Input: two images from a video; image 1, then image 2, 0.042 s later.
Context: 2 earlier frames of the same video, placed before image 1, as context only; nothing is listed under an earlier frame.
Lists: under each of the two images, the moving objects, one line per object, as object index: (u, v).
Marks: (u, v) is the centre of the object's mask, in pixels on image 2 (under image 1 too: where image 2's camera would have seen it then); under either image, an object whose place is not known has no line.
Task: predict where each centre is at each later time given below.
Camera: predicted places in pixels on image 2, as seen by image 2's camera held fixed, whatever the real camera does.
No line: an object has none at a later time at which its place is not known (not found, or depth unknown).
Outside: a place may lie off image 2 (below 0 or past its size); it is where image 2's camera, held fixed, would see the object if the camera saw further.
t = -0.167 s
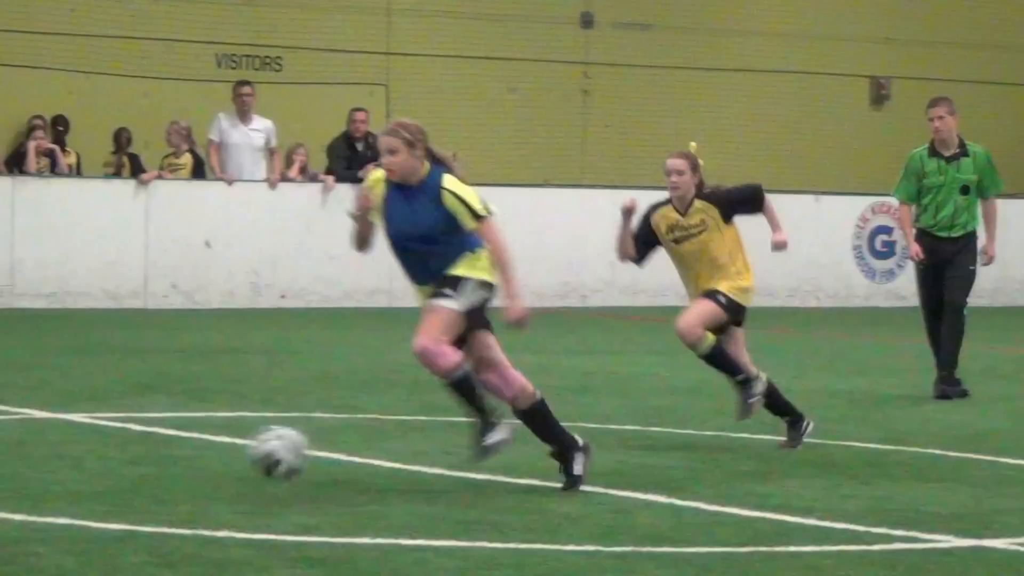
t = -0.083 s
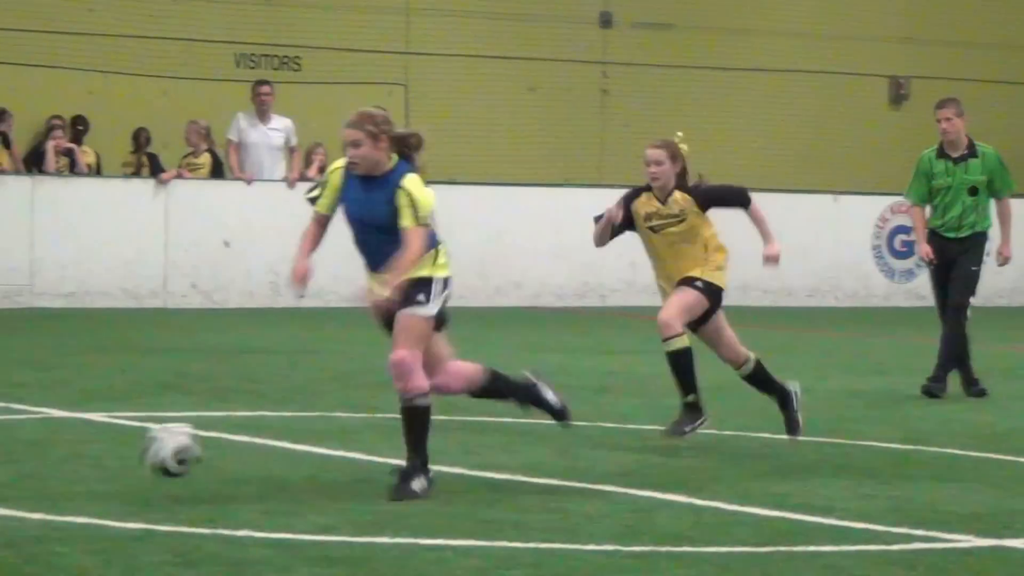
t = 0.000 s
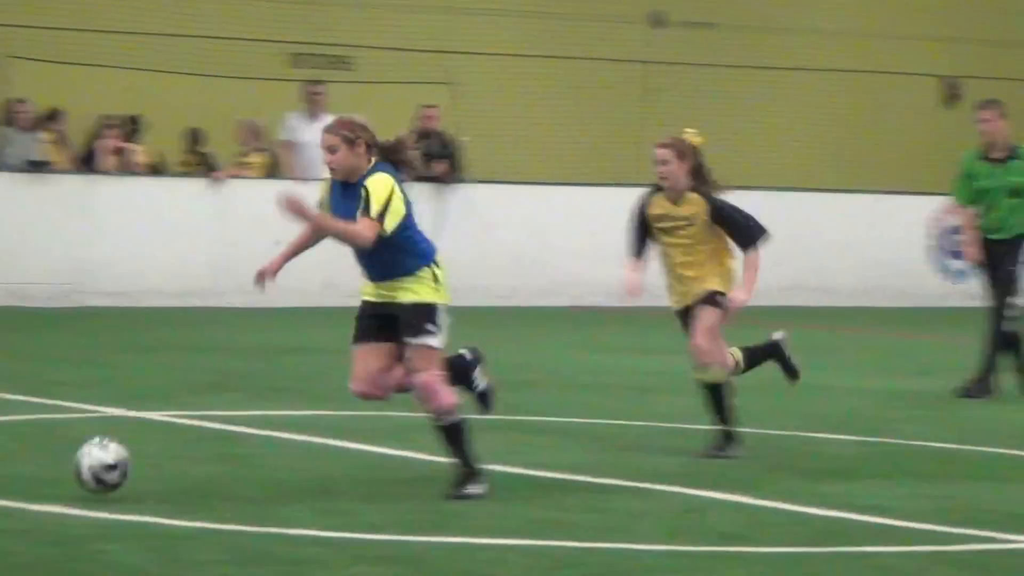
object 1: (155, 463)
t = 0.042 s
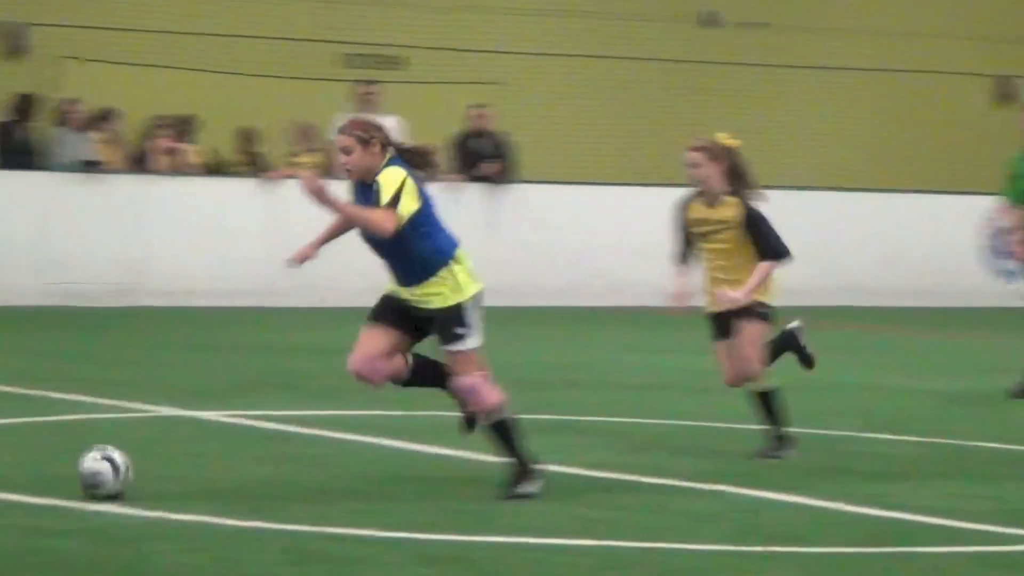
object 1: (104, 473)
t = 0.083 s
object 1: (31, 461)
